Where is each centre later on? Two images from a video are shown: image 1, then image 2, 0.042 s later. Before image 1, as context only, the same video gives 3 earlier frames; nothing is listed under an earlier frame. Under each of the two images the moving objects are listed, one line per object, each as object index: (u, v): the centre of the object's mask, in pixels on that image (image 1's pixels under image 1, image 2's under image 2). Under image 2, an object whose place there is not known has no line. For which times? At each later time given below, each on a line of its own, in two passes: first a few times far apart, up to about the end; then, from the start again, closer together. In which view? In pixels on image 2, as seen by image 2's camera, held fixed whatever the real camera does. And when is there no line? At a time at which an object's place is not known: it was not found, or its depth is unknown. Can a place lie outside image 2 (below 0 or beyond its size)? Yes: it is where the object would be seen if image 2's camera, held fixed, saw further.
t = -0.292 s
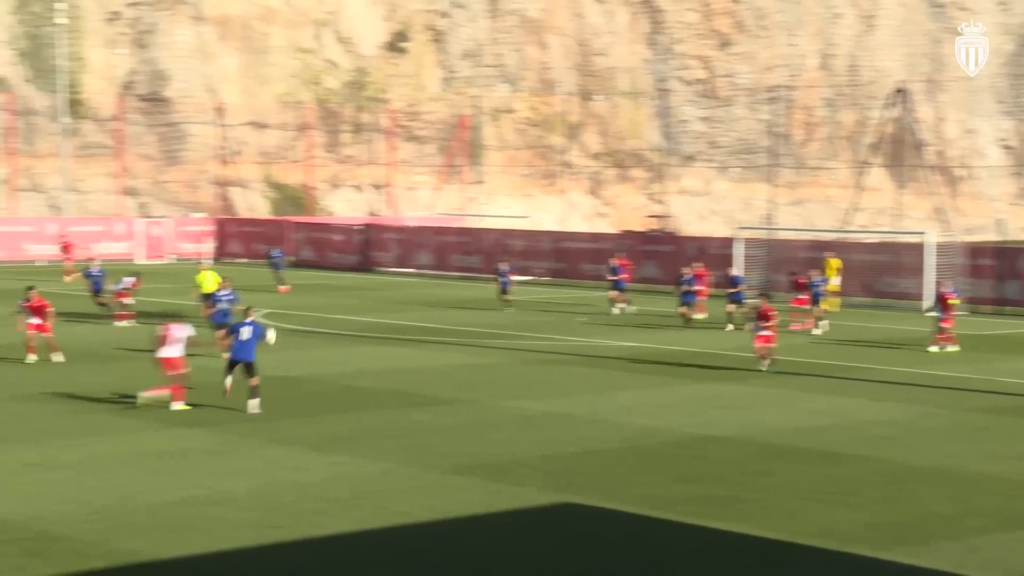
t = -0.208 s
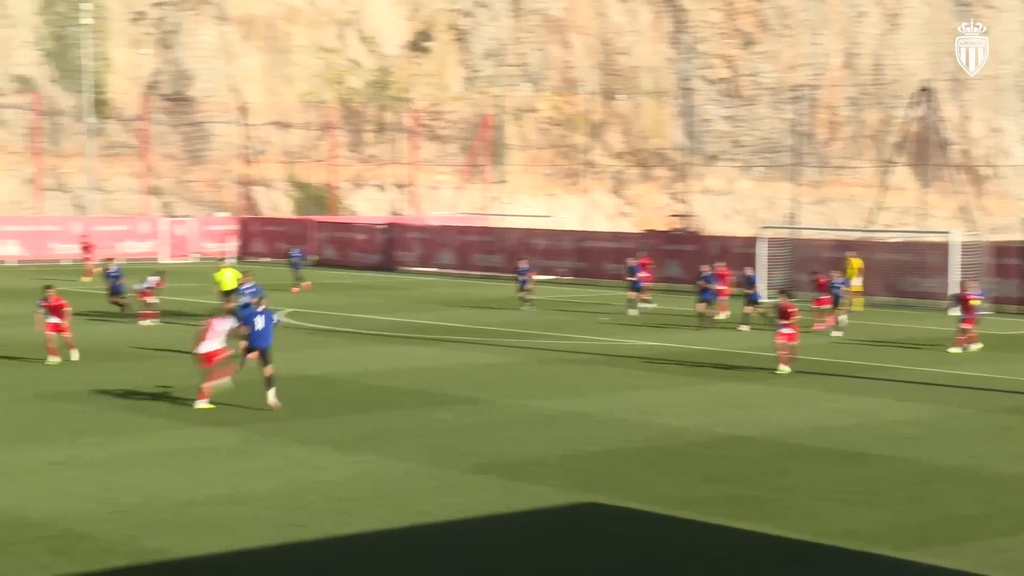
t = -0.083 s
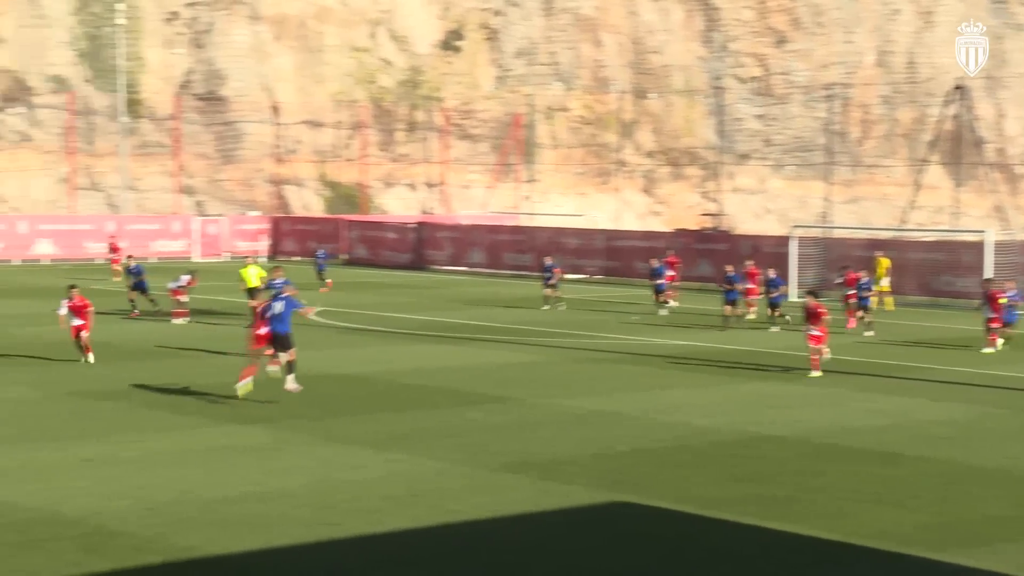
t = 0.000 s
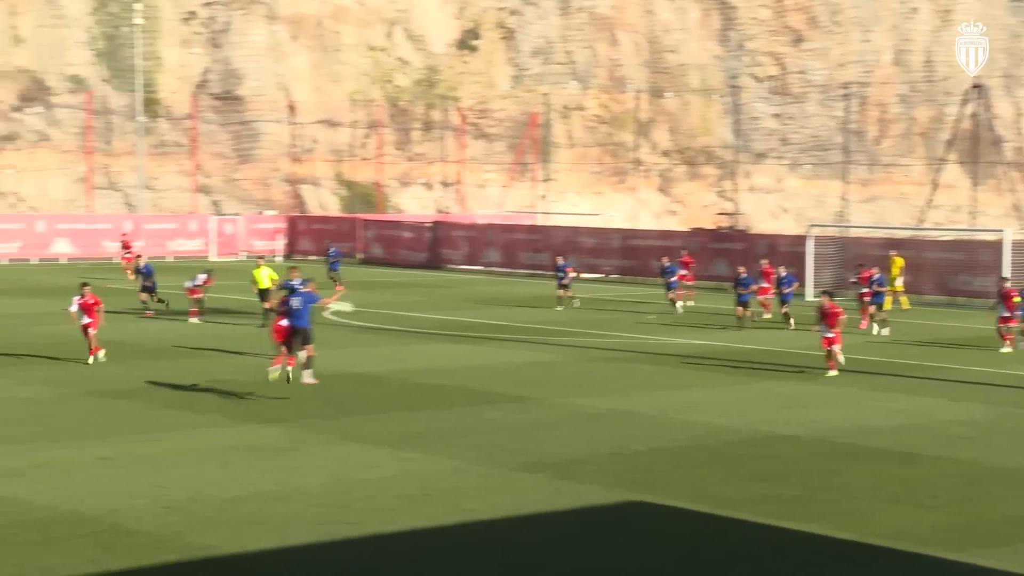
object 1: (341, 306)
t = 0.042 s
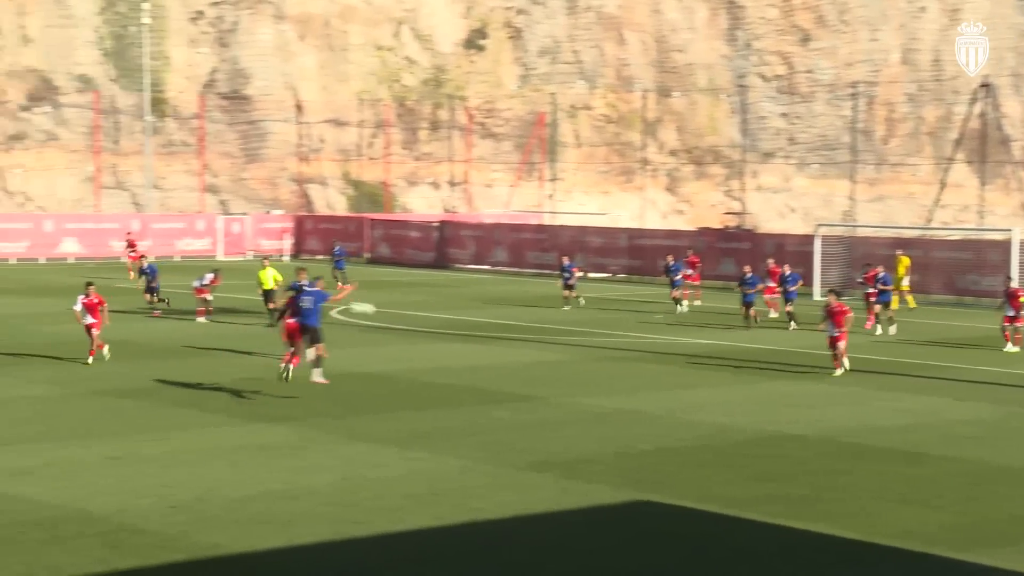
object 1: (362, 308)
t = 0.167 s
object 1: (406, 318)
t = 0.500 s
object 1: (518, 360)
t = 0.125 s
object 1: (392, 314)
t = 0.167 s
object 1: (406, 318)
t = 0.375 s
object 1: (485, 355)
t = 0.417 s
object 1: (497, 363)
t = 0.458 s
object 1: (508, 368)
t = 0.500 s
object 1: (518, 360)
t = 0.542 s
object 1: (526, 353)
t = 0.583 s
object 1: (535, 347)
